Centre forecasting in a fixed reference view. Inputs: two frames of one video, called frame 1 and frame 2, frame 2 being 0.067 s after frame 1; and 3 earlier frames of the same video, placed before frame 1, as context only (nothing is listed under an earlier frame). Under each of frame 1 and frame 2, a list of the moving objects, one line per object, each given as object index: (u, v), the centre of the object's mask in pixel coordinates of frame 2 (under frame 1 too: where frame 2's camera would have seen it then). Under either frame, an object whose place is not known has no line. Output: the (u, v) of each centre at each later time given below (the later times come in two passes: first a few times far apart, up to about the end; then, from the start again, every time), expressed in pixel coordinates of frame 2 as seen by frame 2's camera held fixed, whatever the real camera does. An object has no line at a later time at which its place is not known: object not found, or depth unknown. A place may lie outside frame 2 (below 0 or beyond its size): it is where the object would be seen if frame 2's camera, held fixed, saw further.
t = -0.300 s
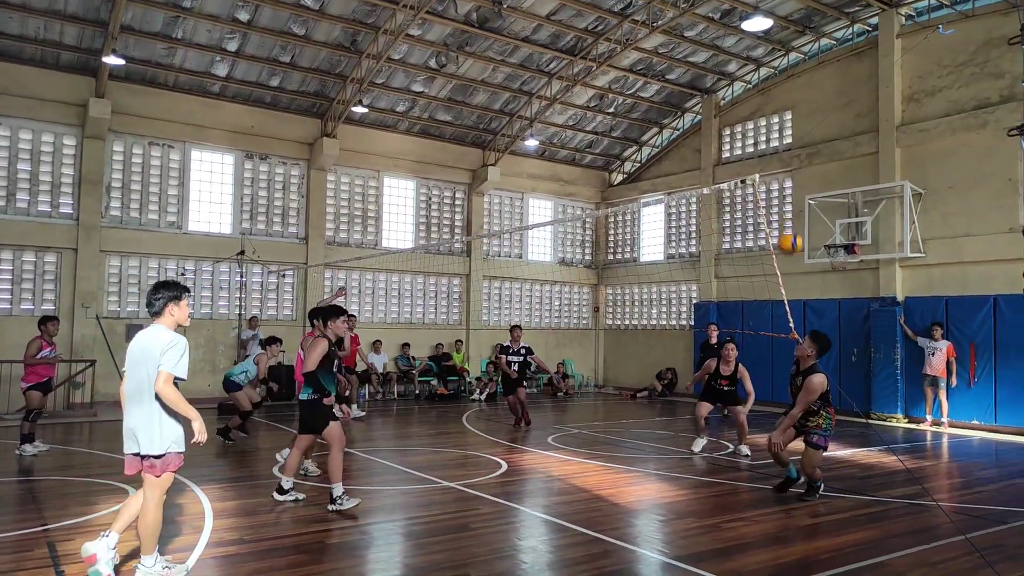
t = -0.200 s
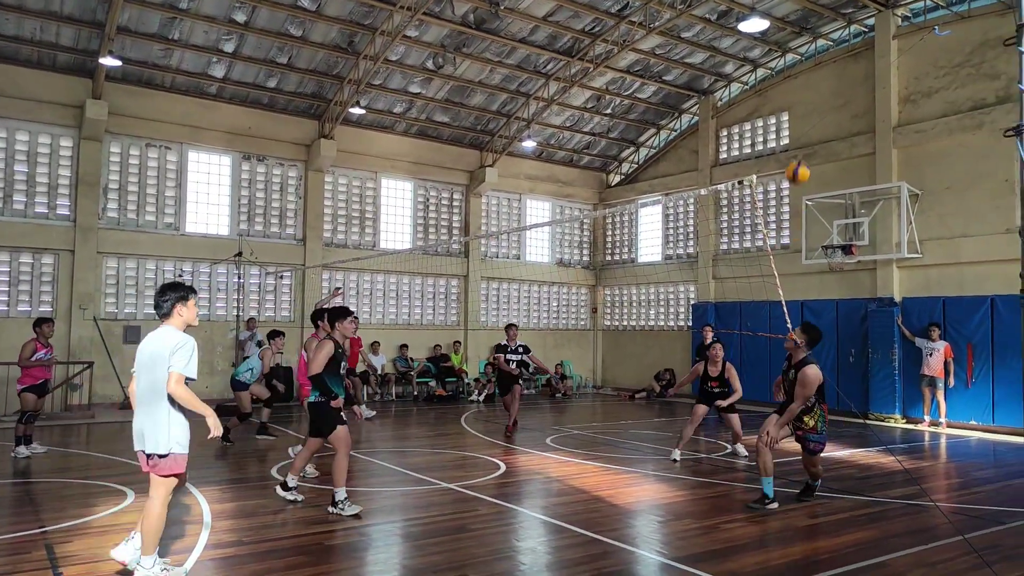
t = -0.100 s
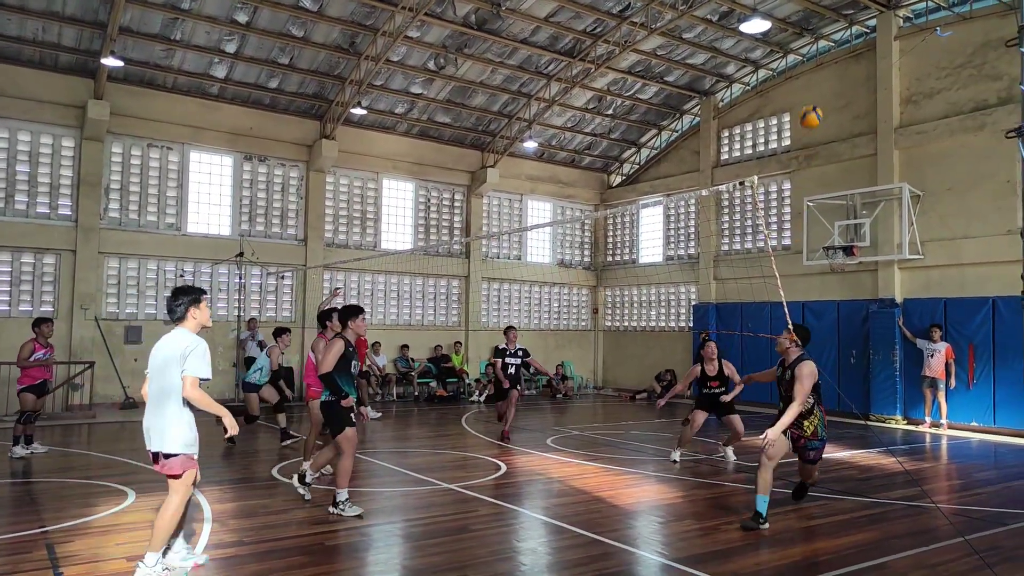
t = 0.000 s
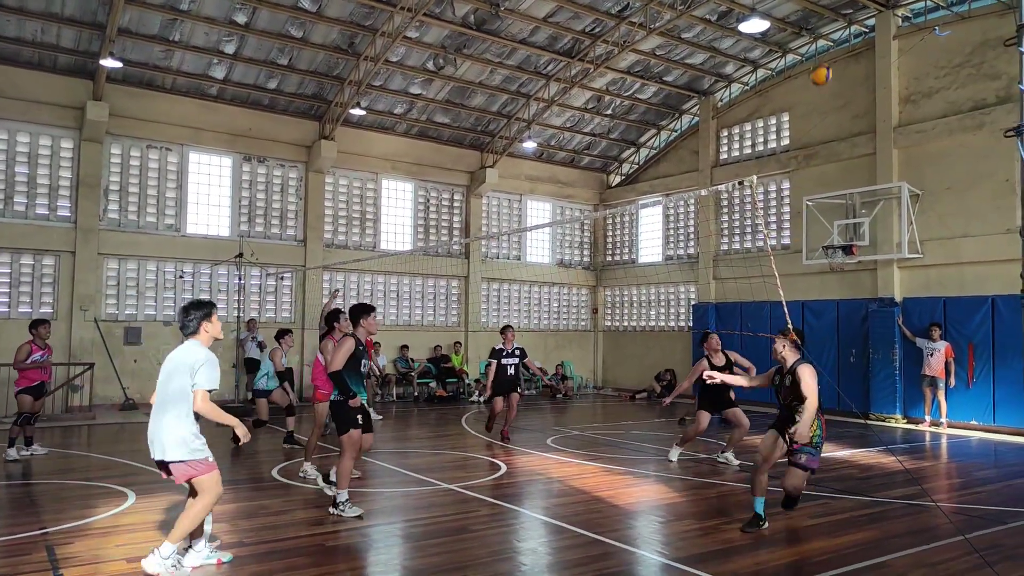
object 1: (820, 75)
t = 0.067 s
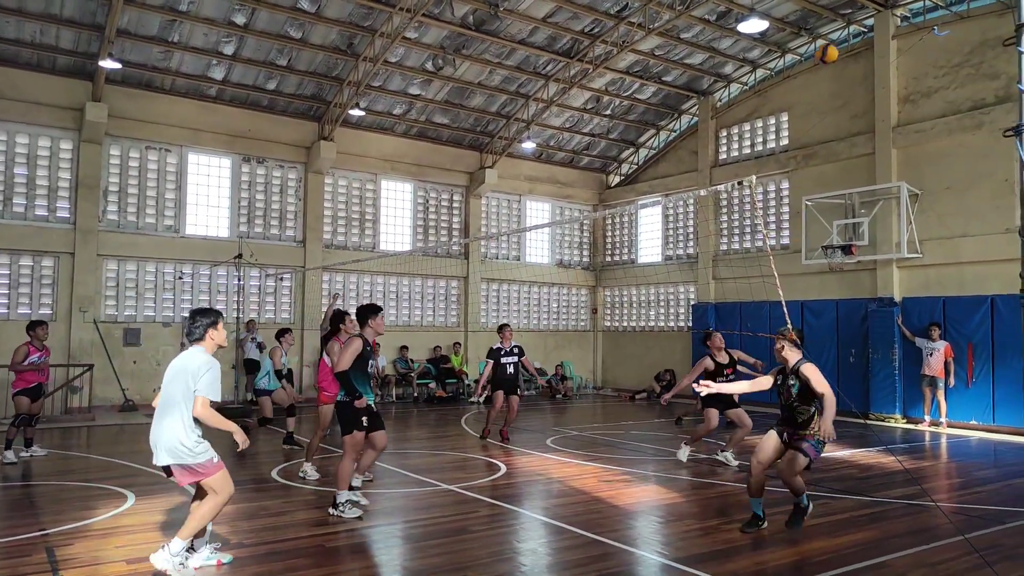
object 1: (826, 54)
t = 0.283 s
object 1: (850, 18)
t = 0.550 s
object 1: (879, 34)
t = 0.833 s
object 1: (904, 113)
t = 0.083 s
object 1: (829, 48)
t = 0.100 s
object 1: (831, 44)
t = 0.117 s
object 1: (832, 41)
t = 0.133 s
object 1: (834, 38)
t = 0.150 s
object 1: (836, 34)
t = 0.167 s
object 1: (838, 32)
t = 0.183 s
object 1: (840, 28)
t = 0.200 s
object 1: (842, 26)
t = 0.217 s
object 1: (844, 24)
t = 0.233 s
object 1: (846, 21)
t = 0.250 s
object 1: (846, 20)
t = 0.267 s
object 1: (848, 19)
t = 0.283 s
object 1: (850, 18)
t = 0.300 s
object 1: (853, 17)
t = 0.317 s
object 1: (854, 16)
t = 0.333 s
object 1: (856, 16)
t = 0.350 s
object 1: (858, 15)
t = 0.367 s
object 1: (860, 16)
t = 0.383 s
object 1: (861, 17)
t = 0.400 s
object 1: (863, 18)
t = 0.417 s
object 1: (863, 18)
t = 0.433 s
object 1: (866, 20)
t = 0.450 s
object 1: (868, 20)
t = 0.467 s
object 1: (870, 22)
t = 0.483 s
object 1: (871, 24)
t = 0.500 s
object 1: (873, 26)
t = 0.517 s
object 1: (874, 28)
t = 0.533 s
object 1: (876, 31)
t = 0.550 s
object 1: (879, 34)
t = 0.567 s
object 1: (879, 37)
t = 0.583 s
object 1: (881, 40)
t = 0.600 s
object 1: (883, 43)
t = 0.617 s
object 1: (884, 46)
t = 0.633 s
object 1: (886, 51)
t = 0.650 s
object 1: (887, 56)
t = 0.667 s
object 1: (888, 59)
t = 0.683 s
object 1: (891, 64)
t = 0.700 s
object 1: (892, 69)
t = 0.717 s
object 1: (894, 73)
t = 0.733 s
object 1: (895, 78)
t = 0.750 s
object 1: (897, 83)
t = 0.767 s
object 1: (898, 90)
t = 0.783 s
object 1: (900, 95)
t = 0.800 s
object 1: (901, 101)
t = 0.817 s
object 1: (903, 107)
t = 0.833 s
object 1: (904, 113)
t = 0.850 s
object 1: (906, 120)
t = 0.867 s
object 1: (907, 126)
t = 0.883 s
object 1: (908, 133)
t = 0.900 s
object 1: (909, 140)
